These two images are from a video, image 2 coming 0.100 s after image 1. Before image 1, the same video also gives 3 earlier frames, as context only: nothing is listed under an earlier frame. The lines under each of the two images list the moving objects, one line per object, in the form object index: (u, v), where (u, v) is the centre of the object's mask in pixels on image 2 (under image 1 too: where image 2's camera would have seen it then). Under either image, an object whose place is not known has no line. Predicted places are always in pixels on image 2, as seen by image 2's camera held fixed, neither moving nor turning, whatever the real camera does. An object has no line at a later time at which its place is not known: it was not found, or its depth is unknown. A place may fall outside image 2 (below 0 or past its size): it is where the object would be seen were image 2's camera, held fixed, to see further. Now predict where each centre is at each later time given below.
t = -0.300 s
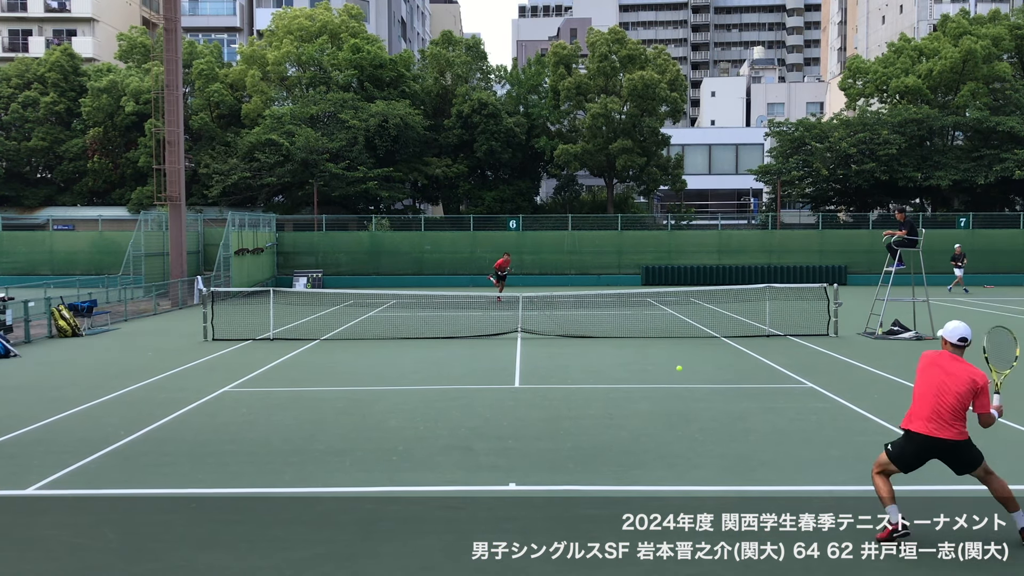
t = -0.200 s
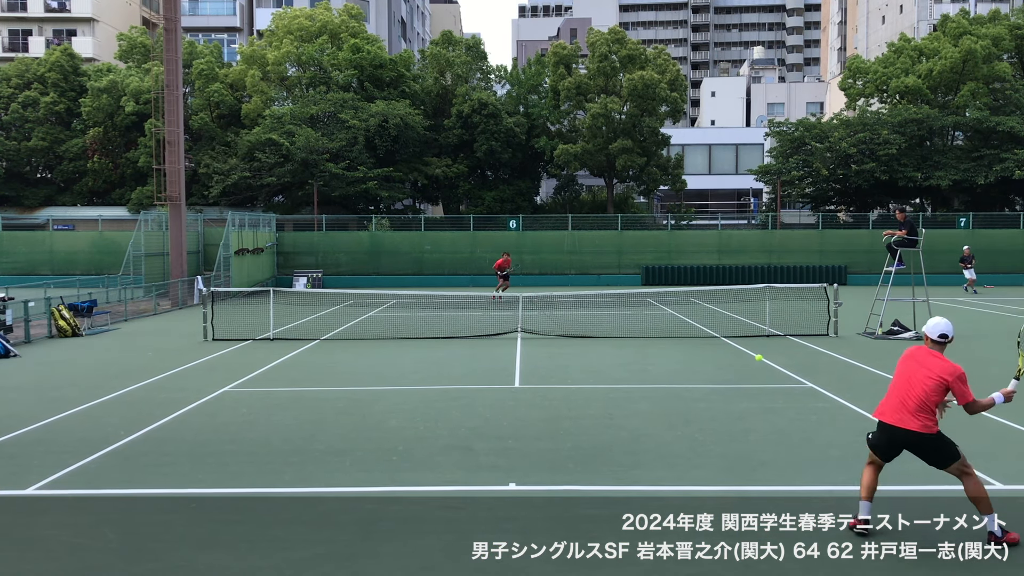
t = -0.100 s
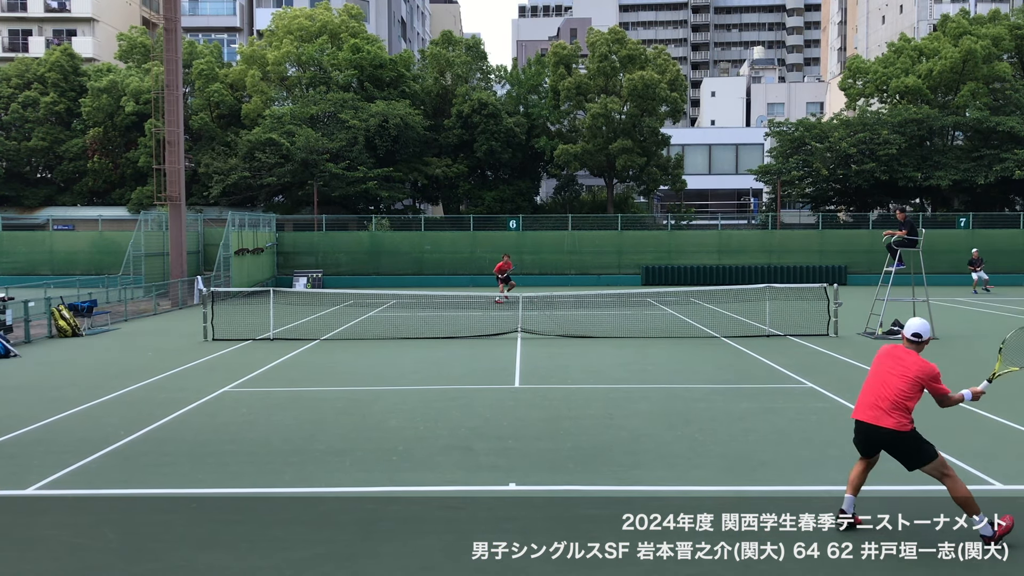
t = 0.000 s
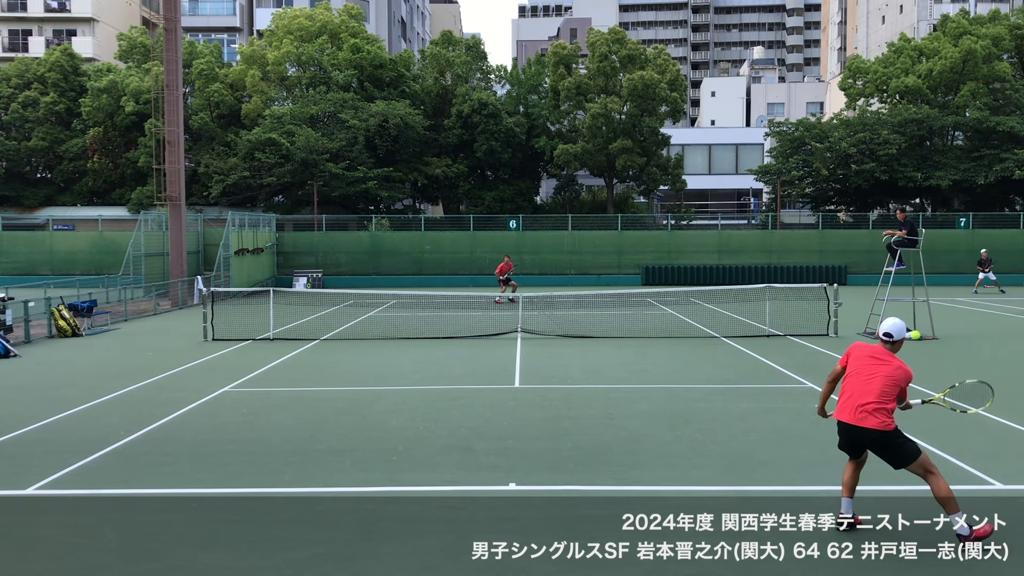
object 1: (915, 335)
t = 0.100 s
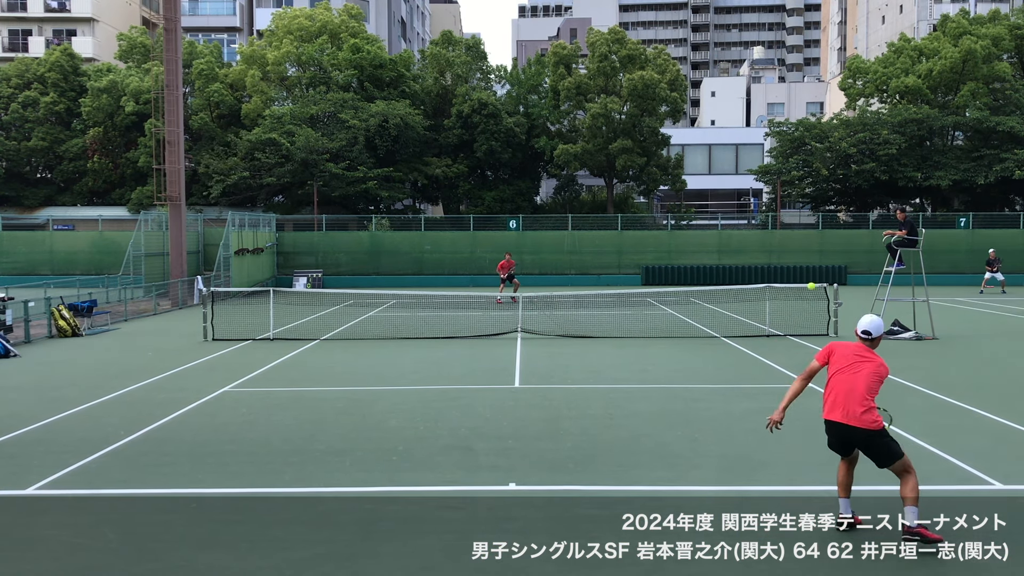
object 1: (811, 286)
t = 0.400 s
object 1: (666, 244)
